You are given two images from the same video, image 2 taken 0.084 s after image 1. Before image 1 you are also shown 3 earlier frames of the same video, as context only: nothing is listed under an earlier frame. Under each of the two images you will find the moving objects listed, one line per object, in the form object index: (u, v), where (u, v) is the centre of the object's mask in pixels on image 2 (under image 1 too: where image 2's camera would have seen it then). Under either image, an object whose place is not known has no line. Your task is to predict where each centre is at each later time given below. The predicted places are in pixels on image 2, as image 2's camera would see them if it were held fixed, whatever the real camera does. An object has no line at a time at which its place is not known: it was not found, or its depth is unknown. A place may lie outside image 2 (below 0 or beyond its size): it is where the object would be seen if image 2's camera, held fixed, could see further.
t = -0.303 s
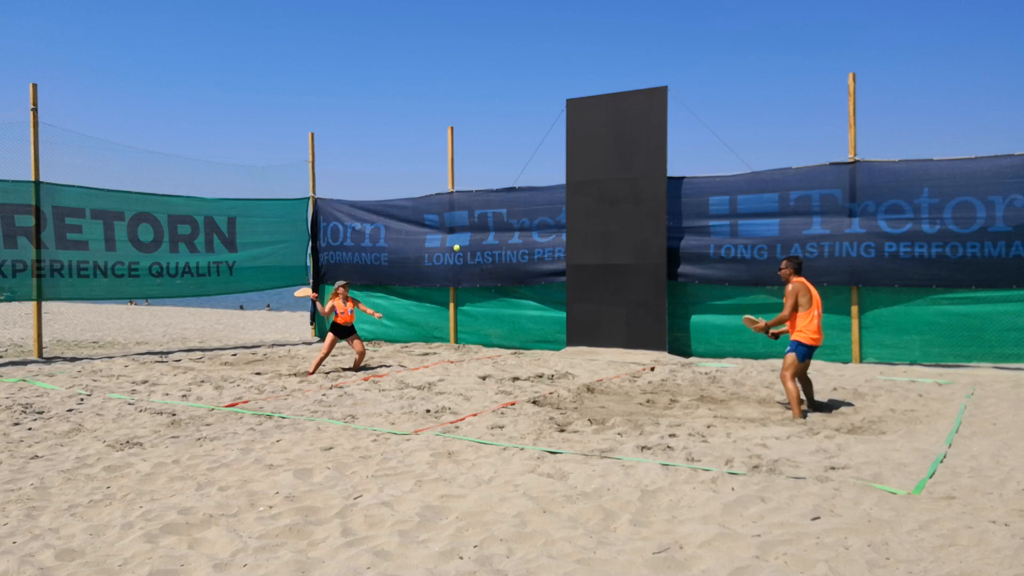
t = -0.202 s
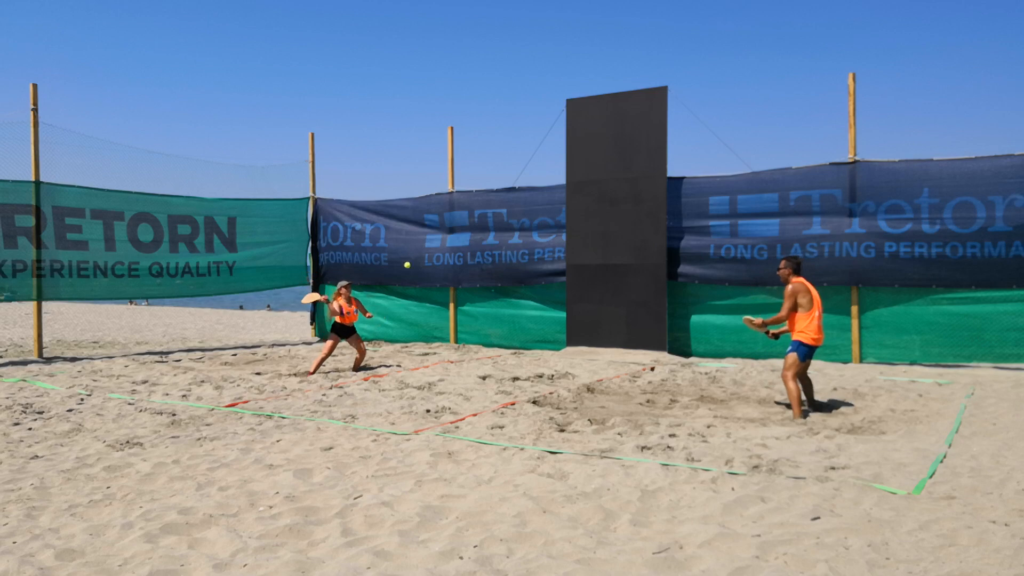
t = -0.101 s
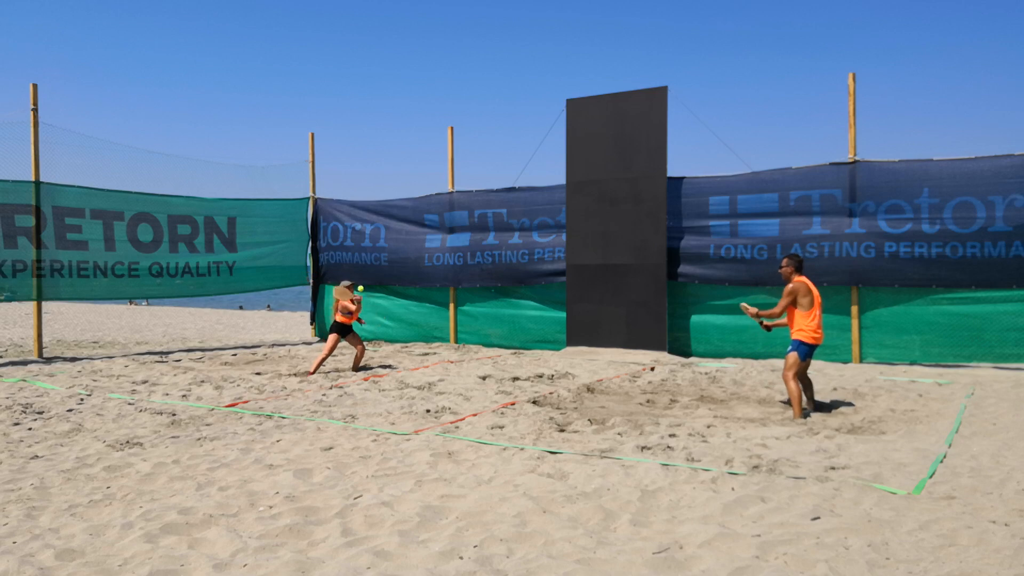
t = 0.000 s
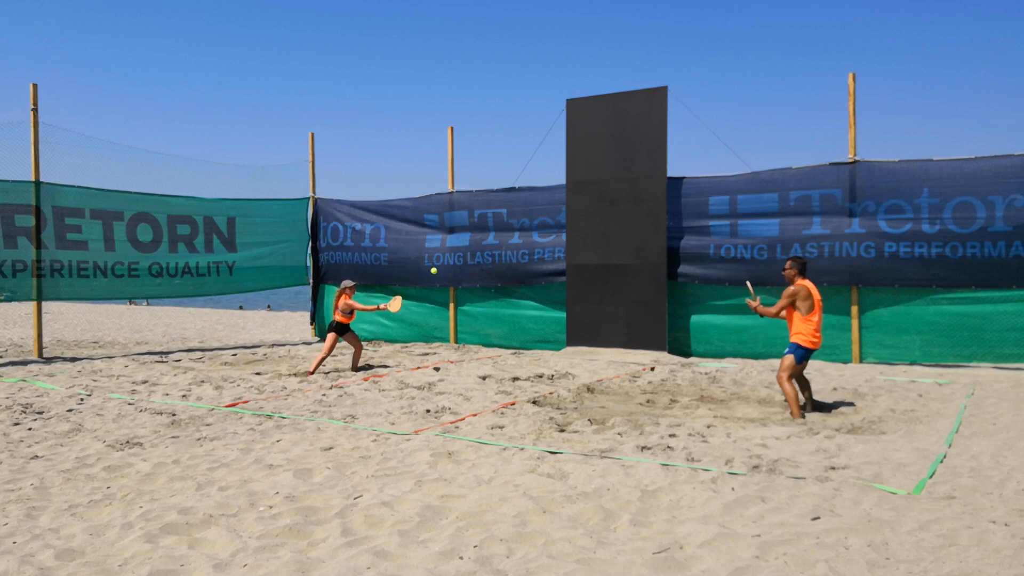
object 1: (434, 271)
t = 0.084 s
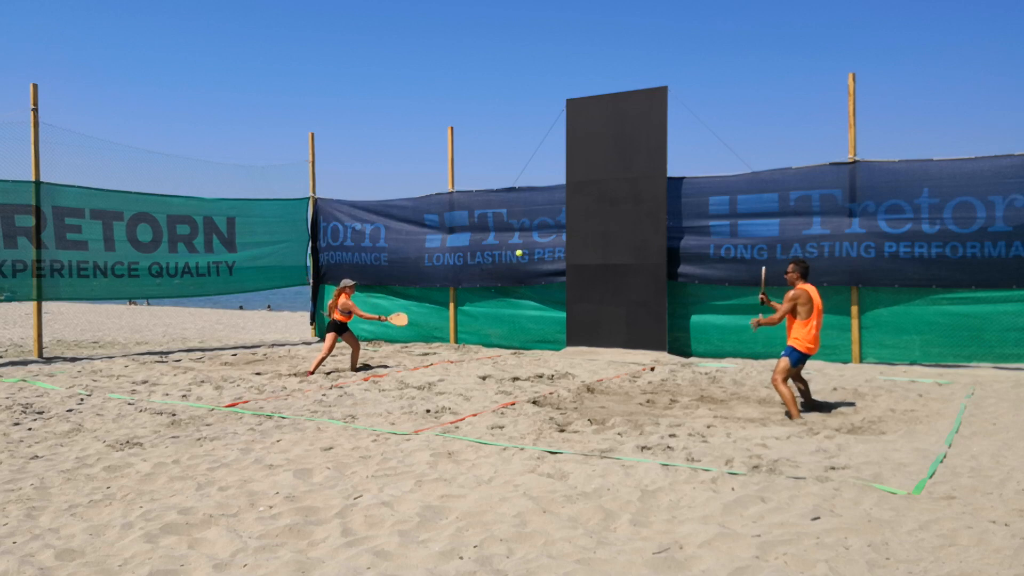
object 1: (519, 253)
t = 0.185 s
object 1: (633, 237)
